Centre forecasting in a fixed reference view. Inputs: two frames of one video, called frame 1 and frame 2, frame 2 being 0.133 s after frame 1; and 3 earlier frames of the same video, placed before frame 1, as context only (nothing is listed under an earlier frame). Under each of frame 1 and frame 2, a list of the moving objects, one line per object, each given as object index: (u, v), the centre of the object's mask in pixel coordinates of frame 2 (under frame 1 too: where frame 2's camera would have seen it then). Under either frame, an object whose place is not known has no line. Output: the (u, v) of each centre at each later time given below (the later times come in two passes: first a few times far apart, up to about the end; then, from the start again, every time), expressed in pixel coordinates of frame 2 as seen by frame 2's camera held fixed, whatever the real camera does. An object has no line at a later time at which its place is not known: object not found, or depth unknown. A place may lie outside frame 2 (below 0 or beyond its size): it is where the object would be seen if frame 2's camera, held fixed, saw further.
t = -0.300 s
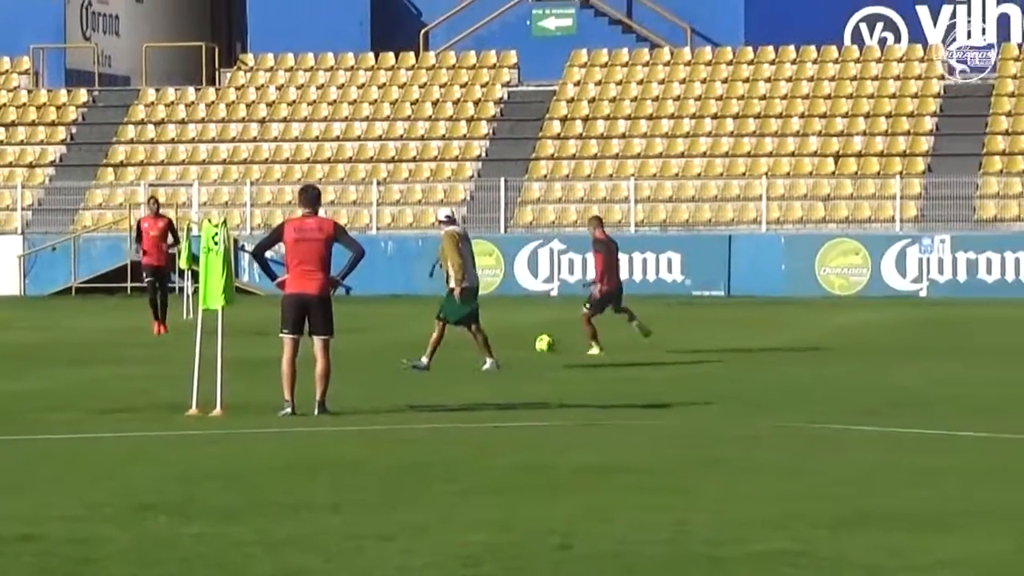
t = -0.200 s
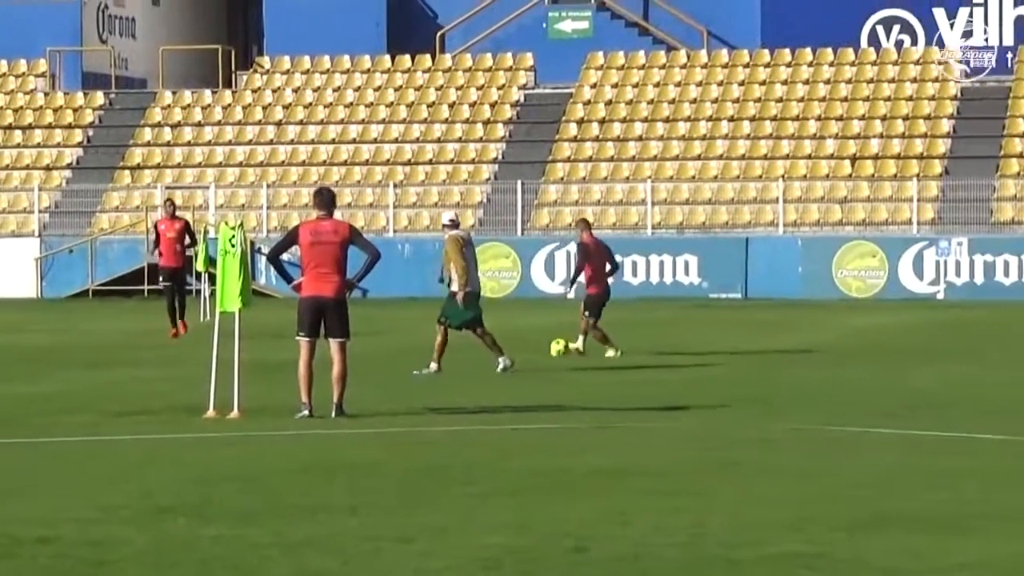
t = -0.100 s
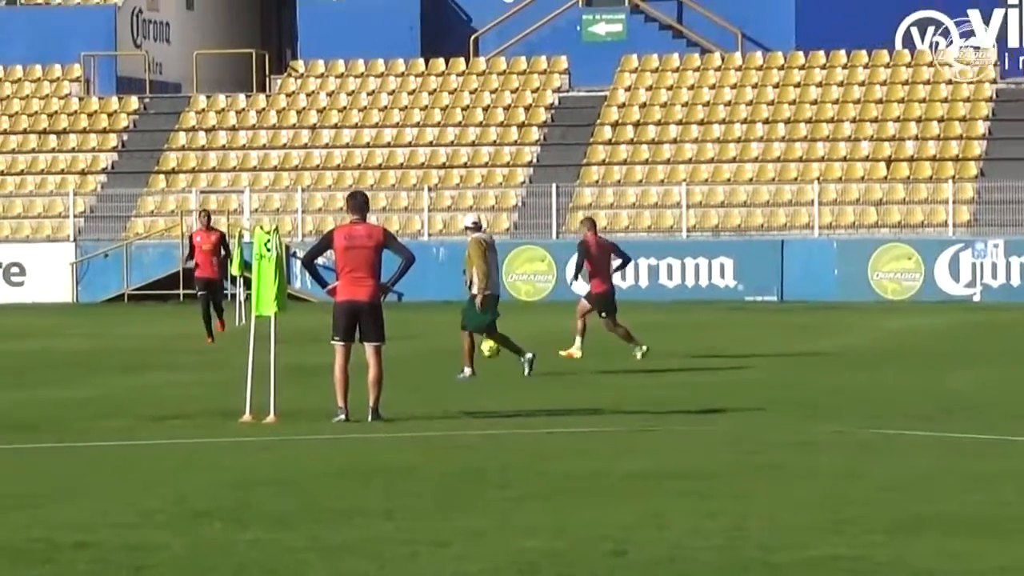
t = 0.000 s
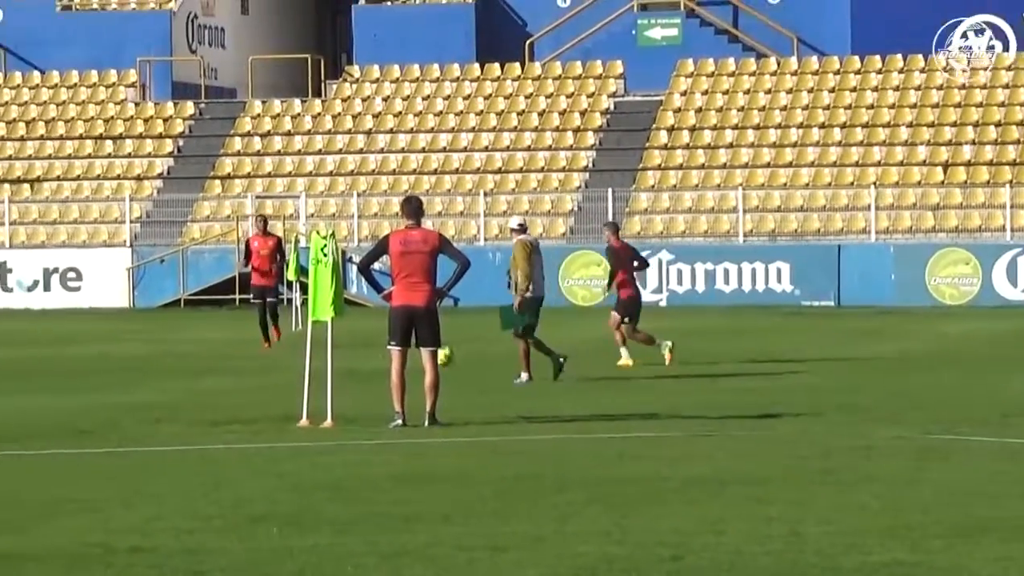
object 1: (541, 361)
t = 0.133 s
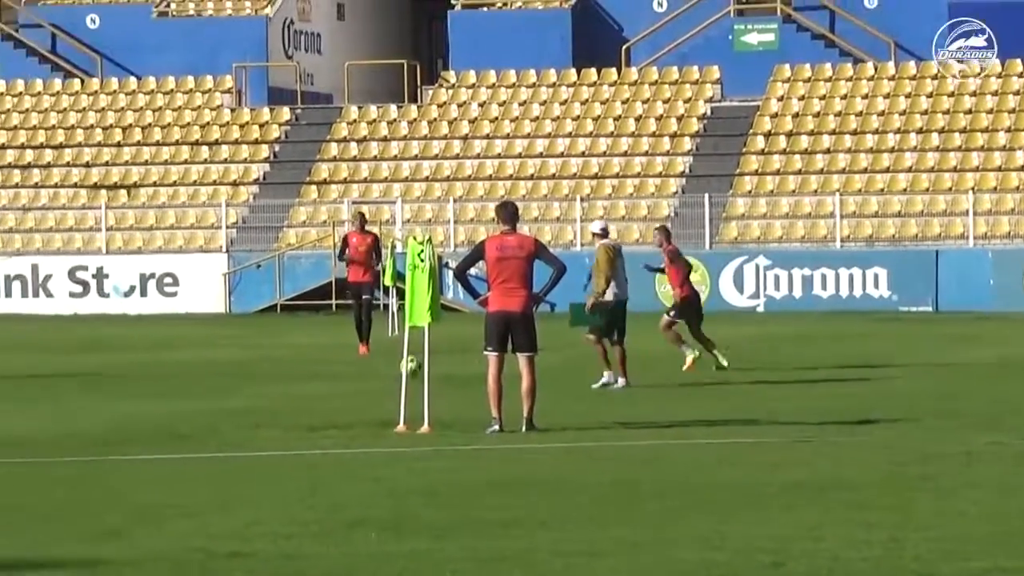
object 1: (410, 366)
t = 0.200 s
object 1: (349, 367)
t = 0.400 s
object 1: (179, 374)
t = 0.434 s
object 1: (152, 375)
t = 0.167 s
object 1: (379, 366)
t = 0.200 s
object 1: (349, 367)
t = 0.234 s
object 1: (319, 369)
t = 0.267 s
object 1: (289, 372)
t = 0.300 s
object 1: (260, 376)
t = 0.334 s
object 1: (230, 376)
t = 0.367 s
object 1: (204, 375)
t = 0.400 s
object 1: (179, 374)
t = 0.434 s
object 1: (152, 375)
